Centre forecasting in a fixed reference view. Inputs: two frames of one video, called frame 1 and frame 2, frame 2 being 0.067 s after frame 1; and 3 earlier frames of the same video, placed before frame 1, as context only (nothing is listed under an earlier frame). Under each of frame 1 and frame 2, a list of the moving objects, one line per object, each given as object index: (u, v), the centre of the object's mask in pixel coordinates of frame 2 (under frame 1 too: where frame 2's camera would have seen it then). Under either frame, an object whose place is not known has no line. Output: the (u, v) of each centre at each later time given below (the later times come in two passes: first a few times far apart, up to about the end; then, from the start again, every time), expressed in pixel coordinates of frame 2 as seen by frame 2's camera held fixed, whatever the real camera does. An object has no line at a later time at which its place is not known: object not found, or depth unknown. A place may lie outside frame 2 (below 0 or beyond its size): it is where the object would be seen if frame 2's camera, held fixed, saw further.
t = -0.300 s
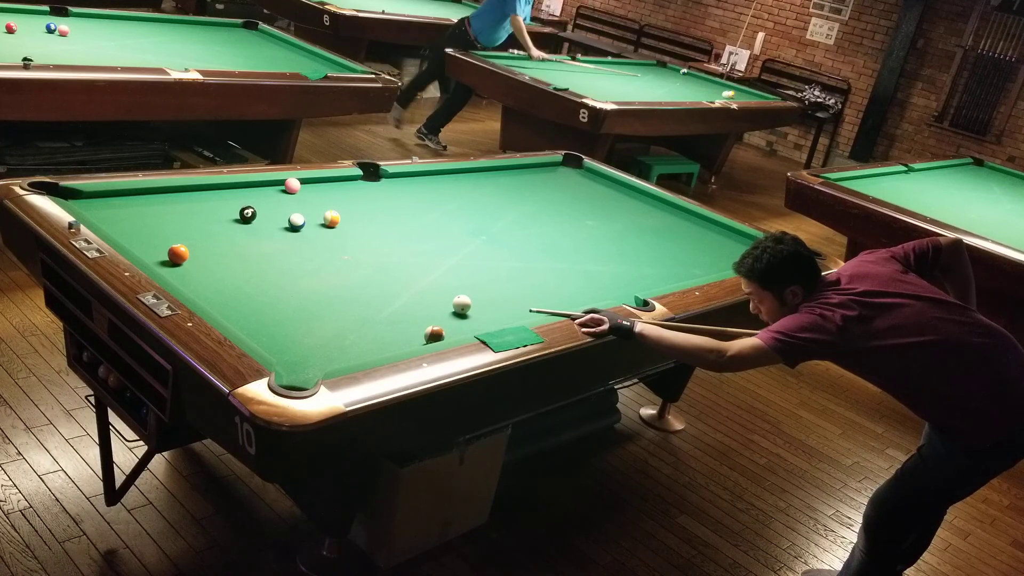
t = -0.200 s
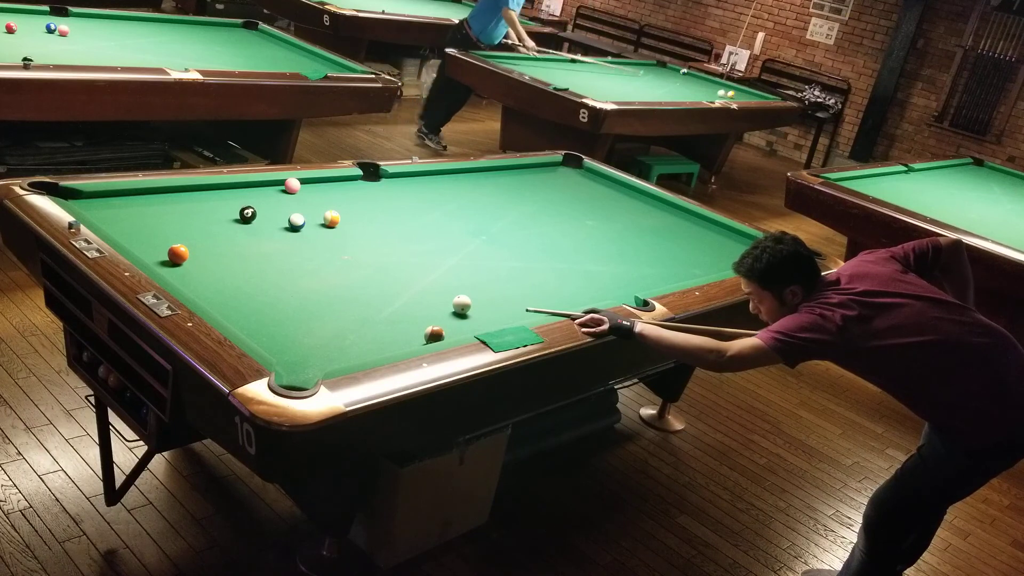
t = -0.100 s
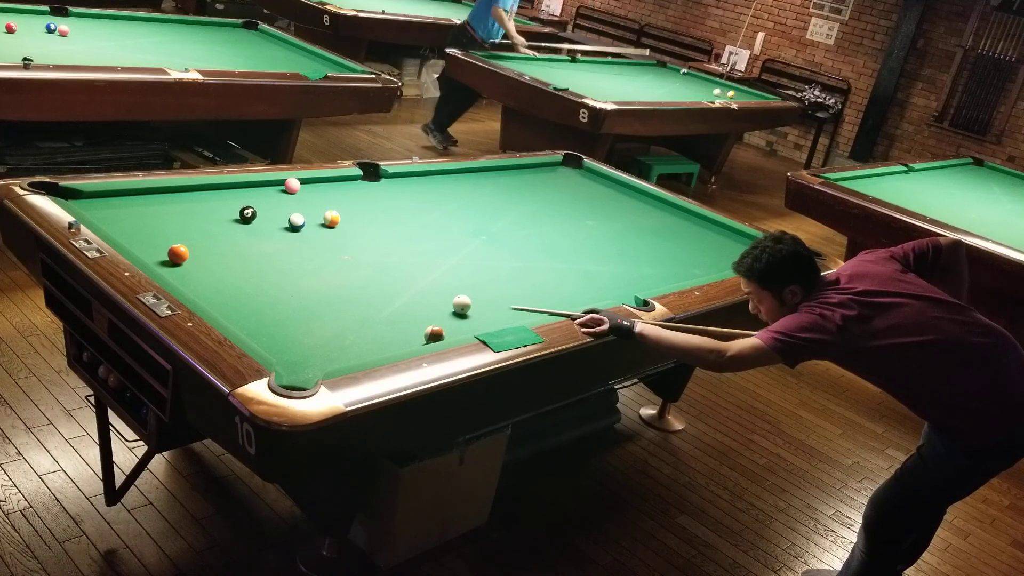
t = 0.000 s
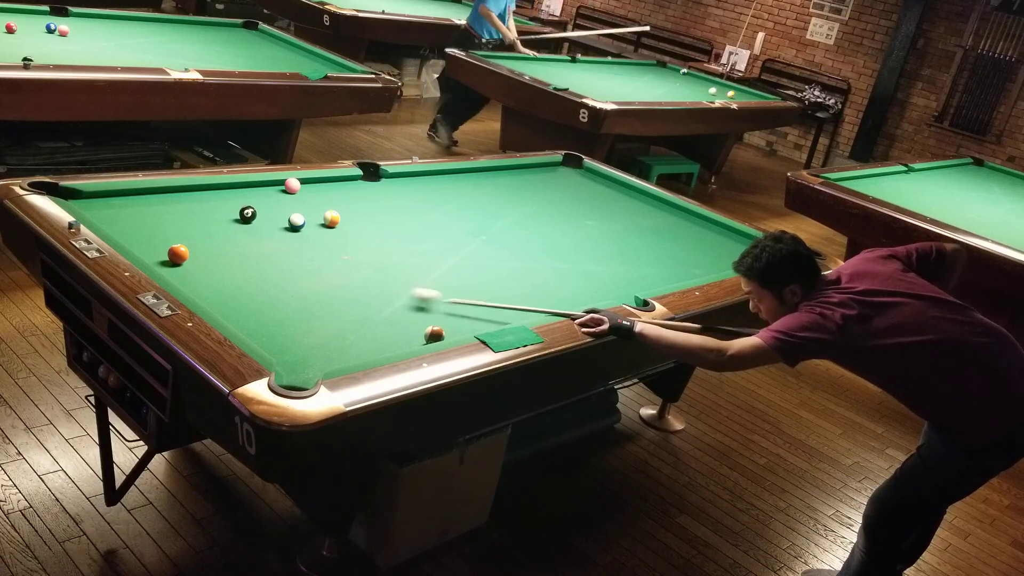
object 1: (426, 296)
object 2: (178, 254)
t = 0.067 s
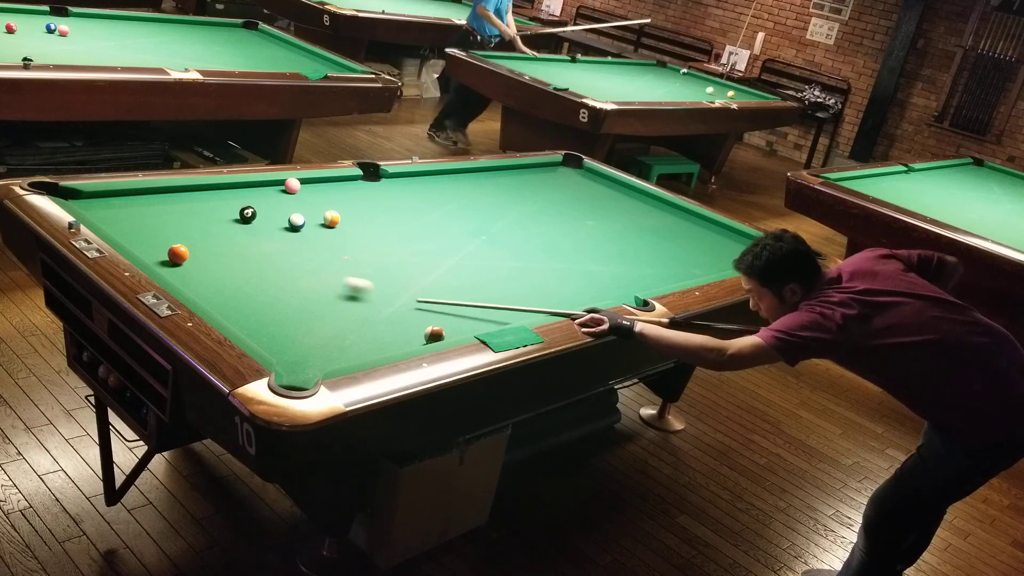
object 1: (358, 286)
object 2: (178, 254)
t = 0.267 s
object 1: (175, 263)
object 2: (164, 245)
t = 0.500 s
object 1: (235, 257)
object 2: (81, 201)
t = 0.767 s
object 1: (299, 244)
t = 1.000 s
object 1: (347, 234)
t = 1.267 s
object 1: (395, 224)
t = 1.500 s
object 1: (432, 216)
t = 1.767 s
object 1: (469, 208)
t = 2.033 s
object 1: (501, 201)
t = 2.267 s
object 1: (527, 196)
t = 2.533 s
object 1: (553, 190)
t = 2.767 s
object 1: (574, 185)
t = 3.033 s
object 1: (596, 181)
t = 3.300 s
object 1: (604, 178)
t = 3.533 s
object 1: (590, 178)
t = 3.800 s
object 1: (575, 179)
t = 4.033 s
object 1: (562, 179)
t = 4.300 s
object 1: (548, 179)
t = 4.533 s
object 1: (536, 179)
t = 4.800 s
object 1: (524, 180)
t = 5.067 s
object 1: (511, 180)
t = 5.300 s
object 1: (502, 180)
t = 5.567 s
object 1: (491, 180)
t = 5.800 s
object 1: (482, 181)
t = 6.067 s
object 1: (473, 181)
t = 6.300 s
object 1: (466, 181)
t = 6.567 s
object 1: (459, 181)
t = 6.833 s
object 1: (452, 181)
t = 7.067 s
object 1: (447, 181)
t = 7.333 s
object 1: (444, 181)
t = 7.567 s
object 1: (441, 181)
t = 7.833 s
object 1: (438, 181)
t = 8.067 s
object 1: (438, 181)
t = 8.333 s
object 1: (438, 181)
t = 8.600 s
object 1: (438, 181)
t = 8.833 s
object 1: (438, 181)
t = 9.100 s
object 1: (438, 181)
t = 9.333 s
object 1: (438, 181)
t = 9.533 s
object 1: (438, 181)
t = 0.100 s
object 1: (325, 280)
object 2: (178, 254)
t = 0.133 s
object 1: (292, 275)
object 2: (178, 254)
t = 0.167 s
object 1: (259, 270)
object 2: (178, 254)
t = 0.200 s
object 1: (226, 265)
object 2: (178, 254)
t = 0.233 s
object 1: (194, 261)
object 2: (177, 253)
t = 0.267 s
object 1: (175, 263)
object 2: (164, 245)
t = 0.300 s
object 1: (164, 264)
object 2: (149, 237)
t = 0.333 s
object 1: (179, 265)
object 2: (135, 230)
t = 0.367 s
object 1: (193, 264)
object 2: (123, 224)
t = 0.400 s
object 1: (206, 263)
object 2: (111, 218)
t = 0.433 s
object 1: (216, 261)
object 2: (100, 212)
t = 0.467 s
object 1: (226, 259)
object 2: (91, 207)
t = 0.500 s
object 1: (235, 257)
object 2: (81, 201)
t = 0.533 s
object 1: (244, 255)
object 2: (72, 196)
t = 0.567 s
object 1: (252, 254)
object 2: (63, 192)
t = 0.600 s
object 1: (260, 252)
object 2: (55, 193)
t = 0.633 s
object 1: (269, 250)
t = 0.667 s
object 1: (276, 249)
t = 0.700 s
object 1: (284, 247)
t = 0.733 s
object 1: (292, 246)
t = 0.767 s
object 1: (299, 244)
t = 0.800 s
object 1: (306, 242)
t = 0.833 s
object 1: (314, 241)
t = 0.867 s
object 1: (321, 239)
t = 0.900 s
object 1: (327, 238)
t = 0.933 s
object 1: (334, 237)
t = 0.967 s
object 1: (341, 235)
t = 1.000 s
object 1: (347, 234)
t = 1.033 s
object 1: (354, 232)
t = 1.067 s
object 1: (360, 231)
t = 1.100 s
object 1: (366, 230)
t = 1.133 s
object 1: (372, 228)
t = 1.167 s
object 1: (378, 227)
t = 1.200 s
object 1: (384, 226)
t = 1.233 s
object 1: (389, 225)
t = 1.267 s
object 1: (395, 224)
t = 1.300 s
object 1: (401, 222)
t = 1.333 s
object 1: (406, 221)
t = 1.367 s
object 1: (411, 220)
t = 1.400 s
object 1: (416, 219)
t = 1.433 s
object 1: (422, 218)
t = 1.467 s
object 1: (427, 217)
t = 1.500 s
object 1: (432, 216)
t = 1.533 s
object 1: (437, 215)
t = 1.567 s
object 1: (441, 214)
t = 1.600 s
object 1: (446, 213)
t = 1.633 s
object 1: (451, 212)
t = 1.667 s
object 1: (455, 211)
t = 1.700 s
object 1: (460, 210)
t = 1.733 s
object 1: (464, 209)
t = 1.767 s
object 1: (469, 208)
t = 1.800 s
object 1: (473, 207)
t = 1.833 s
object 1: (477, 206)
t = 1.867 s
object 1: (481, 205)
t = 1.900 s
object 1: (485, 204)
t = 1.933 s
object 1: (489, 204)
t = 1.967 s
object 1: (493, 203)
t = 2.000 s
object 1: (497, 202)
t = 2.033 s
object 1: (501, 201)
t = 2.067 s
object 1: (505, 200)
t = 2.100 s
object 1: (509, 199)
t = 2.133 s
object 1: (512, 199)
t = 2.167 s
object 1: (516, 198)
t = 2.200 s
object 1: (520, 197)
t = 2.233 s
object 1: (523, 196)
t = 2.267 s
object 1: (527, 196)
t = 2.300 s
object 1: (530, 195)
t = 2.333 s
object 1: (534, 194)
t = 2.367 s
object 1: (537, 193)
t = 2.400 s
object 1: (540, 193)
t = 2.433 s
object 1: (543, 192)
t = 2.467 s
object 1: (547, 191)
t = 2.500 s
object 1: (550, 191)
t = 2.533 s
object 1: (553, 190)
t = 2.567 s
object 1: (556, 189)
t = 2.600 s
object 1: (559, 189)
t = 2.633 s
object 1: (562, 188)
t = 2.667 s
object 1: (565, 187)
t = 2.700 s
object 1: (568, 187)
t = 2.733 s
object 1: (571, 186)
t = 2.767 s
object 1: (574, 185)
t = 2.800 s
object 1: (577, 185)
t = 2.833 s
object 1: (579, 184)
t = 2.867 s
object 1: (582, 184)
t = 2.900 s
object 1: (585, 183)
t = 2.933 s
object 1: (588, 183)
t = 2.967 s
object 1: (590, 182)
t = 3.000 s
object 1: (593, 182)
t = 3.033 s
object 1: (596, 181)
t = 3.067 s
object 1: (598, 180)
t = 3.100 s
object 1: (601, 180)
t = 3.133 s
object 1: (603, 179)
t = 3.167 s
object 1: (605, 179)
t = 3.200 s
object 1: (608, 178)
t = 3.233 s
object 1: (608, 178)
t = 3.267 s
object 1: (606, 178)
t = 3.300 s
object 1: (604, 178)
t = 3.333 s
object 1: (602, 178)
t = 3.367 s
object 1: (600, 178)
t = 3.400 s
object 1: (598, 178)
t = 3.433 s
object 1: (596, 178)
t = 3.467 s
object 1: (594, 178)
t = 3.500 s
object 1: (592, 178)
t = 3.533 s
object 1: (590, 178)
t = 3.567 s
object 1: (588, 178)
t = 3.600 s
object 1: (586, 178)
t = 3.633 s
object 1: (584, 178)
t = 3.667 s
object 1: (582, 179)
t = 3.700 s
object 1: (581, 178)
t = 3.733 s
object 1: (579, 179)
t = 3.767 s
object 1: (577, 179)
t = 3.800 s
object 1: (575, 179)
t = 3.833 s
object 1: (573, 178)
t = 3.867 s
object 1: (571, 179)
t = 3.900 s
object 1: (569, 179)
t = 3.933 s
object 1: (568, 179)
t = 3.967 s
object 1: (566, 179)
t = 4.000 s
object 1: (564, 179)
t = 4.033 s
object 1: (562, 179)
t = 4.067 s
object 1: (560, 179)
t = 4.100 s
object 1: (559, 179)
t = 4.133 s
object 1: (557, 179)
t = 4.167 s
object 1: (555, 179)
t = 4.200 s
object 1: (553, 179)
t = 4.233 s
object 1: (552, 179)
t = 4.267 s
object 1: (550, 179)
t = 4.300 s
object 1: (548, 179)
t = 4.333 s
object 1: (546, 179)
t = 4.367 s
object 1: (545, 179)
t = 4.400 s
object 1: (543, 179)
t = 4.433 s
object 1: (541, 179)
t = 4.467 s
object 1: (540, 179)
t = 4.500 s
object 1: (538, 179)
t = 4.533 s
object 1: (536, 179)
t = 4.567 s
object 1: (535, 179)
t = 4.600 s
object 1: (533, 179)
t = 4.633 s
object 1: (531, 180)
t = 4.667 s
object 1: (530, 180)
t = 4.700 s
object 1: (528, 180)
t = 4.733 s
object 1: (527, 180)
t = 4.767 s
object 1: (525, 180)
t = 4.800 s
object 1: (524, 180)
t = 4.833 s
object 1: (522, 180)
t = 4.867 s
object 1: (520, 180)
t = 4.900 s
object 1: (519, 180)
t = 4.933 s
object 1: (517, 180)
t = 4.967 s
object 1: (516, 180)
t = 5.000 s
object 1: (514, 180)
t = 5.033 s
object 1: (513, 180)
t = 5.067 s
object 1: (511, 180)
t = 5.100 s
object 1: (510, 180)
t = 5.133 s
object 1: (508, 180)
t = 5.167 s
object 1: (507, 180)
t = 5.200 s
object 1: (506, 180)
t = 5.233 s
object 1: (504, 180)
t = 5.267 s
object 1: (503, 180)
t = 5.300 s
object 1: (502, 180)
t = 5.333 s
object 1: (500, 180)
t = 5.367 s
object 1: (499, 180)
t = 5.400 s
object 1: (498, 180)
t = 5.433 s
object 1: (496, 180)
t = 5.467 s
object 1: (495, 180)
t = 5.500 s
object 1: (494, 180)
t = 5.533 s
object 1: (492, 180)
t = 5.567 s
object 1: (491, 180)
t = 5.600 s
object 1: (490, 180)
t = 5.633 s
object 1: (488, 181)
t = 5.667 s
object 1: (487, 180)
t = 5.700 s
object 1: (486, 180)
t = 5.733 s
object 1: (485, 181)
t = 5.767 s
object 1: (484, 181)
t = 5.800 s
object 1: (482, 181)
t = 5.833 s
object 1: (481, 181)
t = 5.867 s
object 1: (480, 181)
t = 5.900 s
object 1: (479, 181)
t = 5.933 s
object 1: (478, 181)
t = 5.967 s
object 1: (477, 181)
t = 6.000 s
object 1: (475, 181)
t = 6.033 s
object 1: (474, 181)
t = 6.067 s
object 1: (473, 181)
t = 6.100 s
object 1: (472, 181)
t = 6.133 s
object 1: (471, 181)
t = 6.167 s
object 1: (470, 181)
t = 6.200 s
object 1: (469, 181)
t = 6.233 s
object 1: (468, 181)
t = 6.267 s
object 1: (467, 181)
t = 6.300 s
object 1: (466, 181)
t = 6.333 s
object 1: (465, 181)
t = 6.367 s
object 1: (464, 181)
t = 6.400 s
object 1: (463, 181)
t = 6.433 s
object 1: (462, 181)
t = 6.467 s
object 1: (461, 181)
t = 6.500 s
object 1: (460, 181)
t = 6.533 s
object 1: (459, 181)
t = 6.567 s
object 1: (459, 181)
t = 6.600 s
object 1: (458, 181)
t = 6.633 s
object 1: (457, 181)
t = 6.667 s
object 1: (456, 181)
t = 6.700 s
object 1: (455, 181)
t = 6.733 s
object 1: (454, 181)
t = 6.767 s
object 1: (454, 181)
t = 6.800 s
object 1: (453, 181)
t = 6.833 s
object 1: (452, 181)
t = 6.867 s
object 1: (451, 181)
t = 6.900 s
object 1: (451, 181)
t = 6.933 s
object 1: (450, 181)
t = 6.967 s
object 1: (450, 181)
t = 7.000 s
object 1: (449, 181)
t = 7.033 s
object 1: (448, 181)
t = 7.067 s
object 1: (447, 181)
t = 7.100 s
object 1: (447, 181)
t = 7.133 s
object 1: (446, 181)
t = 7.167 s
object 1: (446, 181)
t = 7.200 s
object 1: (445, 181)
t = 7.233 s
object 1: (445, 181)
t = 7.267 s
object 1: (444, 181)
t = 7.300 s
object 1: (444, 181)
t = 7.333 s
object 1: (444, 181)
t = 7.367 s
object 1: (443, 181)
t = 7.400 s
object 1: (442, 181)
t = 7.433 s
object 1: (442, 181)
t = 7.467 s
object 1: (442, 181)
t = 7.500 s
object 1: (441, 181)
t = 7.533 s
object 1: (441, 181)
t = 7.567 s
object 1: (441, 181)
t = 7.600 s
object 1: (440, 181)
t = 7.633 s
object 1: (440, 181)
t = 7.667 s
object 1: (440, 181)
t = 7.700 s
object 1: (440, 181)
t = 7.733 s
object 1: (439, 181)
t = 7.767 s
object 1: (439, 181)
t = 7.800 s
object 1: (439, 181)
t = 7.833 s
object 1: (438, 181)
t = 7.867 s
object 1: (438, 181)
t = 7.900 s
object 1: (438, 180)
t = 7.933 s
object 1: (438, 181)
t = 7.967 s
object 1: (438, 181)
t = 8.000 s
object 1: (438, 181)
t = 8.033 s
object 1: (438, 181)
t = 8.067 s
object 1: (438, 181)
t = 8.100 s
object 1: (438, 181)
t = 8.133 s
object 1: (438, 181)
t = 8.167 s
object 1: (438, 180)
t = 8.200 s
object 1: (438, 180)
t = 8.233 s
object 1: (438, 180)
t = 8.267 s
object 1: (438, 180)
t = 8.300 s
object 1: (438, 181)
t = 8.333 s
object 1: (438, 181)
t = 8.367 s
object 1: (438, 181)
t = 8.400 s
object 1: (438, 180)
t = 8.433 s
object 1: (438, 181)
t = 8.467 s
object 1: (438, 181)
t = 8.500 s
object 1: (438, 181)
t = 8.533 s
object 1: (438, 181)
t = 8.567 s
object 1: (438, 181)
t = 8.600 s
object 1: (438, 181)
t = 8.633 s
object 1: (438, 181)
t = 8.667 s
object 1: (438, 181)
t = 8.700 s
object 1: (438, 181)
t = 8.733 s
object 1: (438, 181)
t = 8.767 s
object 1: (438, 181)
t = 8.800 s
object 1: (438, 181)
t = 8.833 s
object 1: (438, 181)
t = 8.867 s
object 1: (438, 181)
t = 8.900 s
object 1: (438, 181)
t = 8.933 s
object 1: (438, 181)
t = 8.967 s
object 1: (438, 181)
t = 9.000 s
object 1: (438, 181)
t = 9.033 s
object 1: (438, 181)
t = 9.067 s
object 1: (438, 181)
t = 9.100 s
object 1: (438, 181)
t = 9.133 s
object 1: (438, 181)
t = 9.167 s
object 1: (438, 181)
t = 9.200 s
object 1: (438, 181)
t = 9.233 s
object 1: (438, 181)
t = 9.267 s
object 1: (438, 181)
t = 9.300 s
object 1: (438, 181)
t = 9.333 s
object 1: (438, 181)
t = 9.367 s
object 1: (438, 181)
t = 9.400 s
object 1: (438, 181)
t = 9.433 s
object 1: (438, 181)
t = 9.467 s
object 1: (438, 181)
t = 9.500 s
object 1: (438, 181)
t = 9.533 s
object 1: (438, 181)
